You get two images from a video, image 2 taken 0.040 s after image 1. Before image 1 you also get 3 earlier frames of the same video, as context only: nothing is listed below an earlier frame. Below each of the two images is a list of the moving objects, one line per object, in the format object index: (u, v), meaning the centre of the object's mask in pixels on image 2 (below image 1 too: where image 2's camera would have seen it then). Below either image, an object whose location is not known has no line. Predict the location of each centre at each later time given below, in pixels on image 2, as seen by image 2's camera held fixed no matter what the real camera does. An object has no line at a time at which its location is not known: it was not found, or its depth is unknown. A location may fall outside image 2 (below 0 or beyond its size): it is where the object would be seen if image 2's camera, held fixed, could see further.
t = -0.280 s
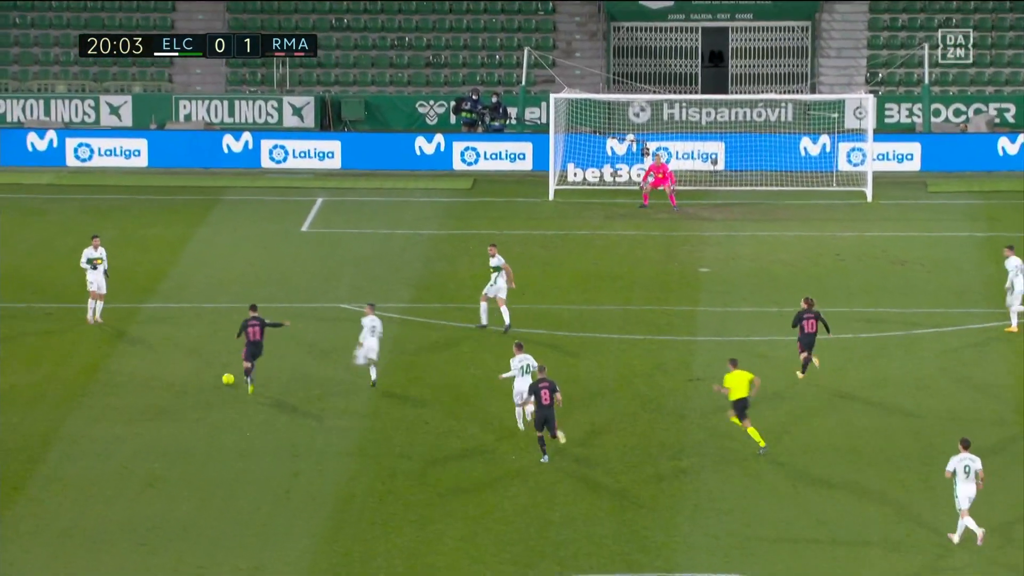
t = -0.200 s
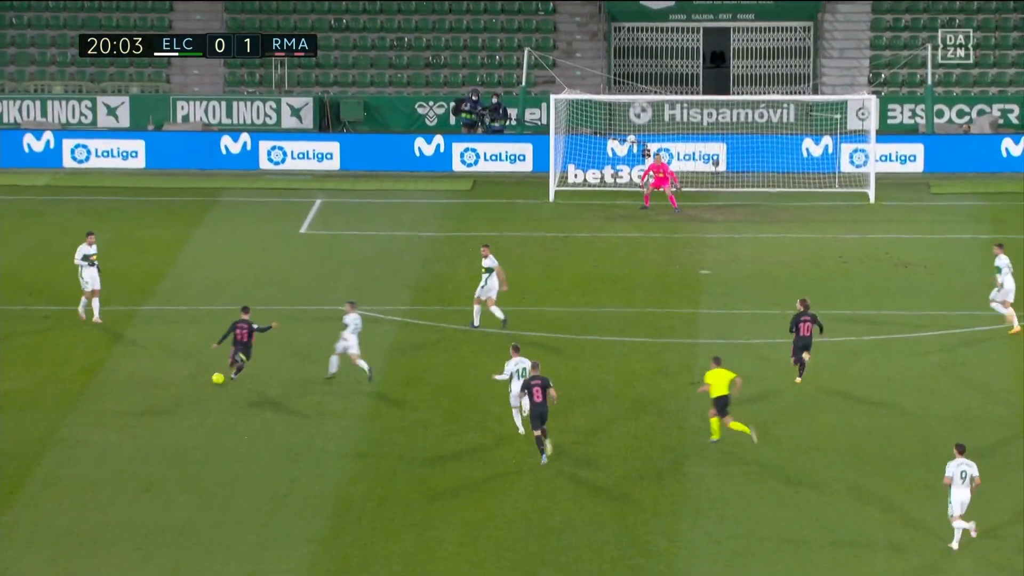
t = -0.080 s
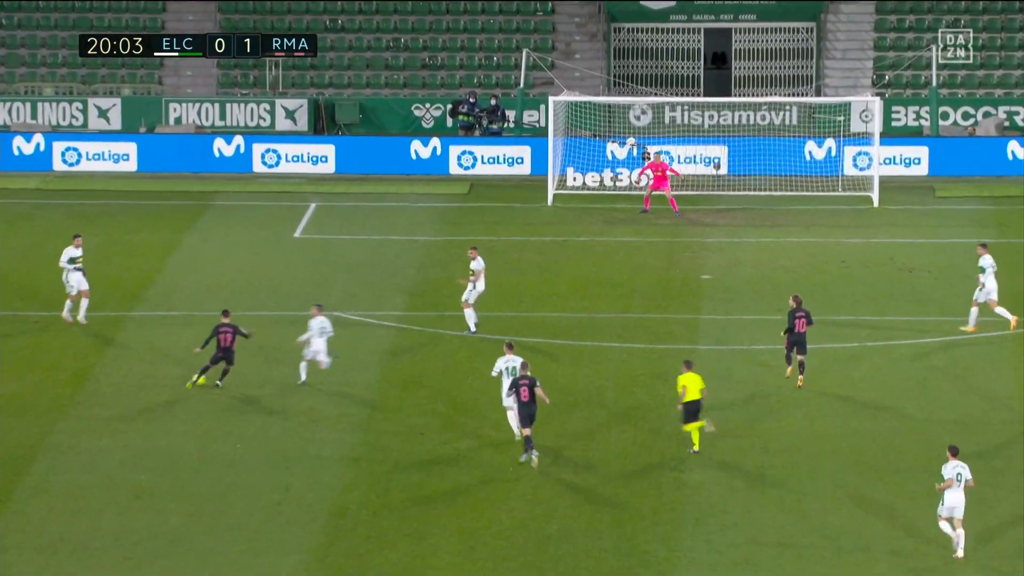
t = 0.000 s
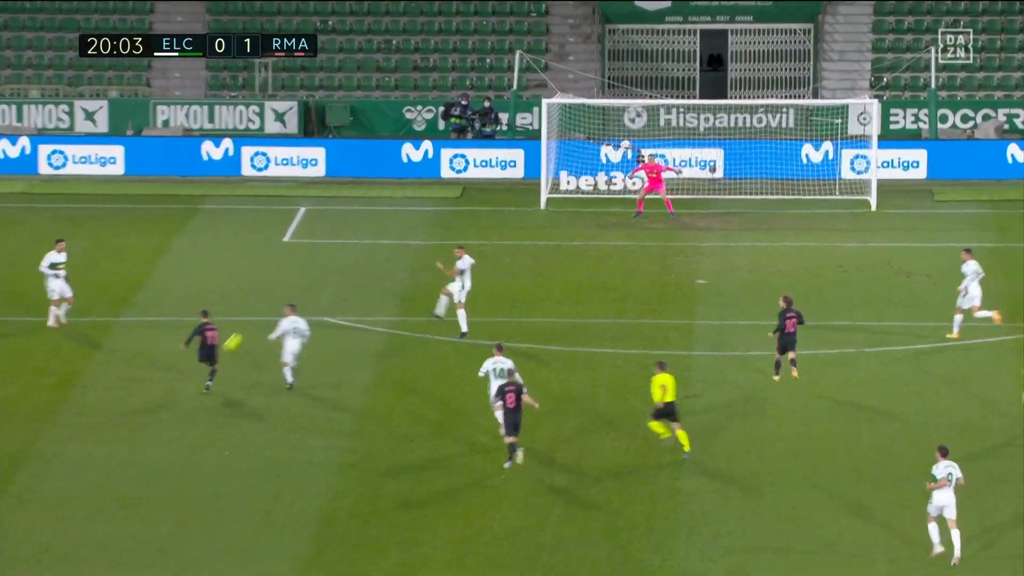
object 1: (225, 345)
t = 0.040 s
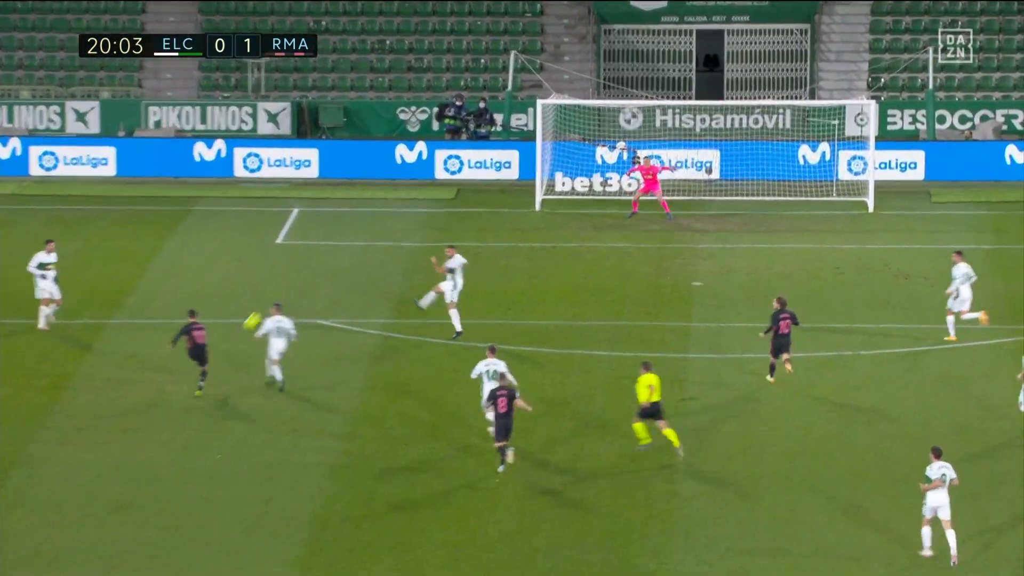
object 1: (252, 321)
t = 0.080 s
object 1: (280, 298)
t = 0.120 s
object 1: (302, 279)
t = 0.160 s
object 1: (325, 261)
